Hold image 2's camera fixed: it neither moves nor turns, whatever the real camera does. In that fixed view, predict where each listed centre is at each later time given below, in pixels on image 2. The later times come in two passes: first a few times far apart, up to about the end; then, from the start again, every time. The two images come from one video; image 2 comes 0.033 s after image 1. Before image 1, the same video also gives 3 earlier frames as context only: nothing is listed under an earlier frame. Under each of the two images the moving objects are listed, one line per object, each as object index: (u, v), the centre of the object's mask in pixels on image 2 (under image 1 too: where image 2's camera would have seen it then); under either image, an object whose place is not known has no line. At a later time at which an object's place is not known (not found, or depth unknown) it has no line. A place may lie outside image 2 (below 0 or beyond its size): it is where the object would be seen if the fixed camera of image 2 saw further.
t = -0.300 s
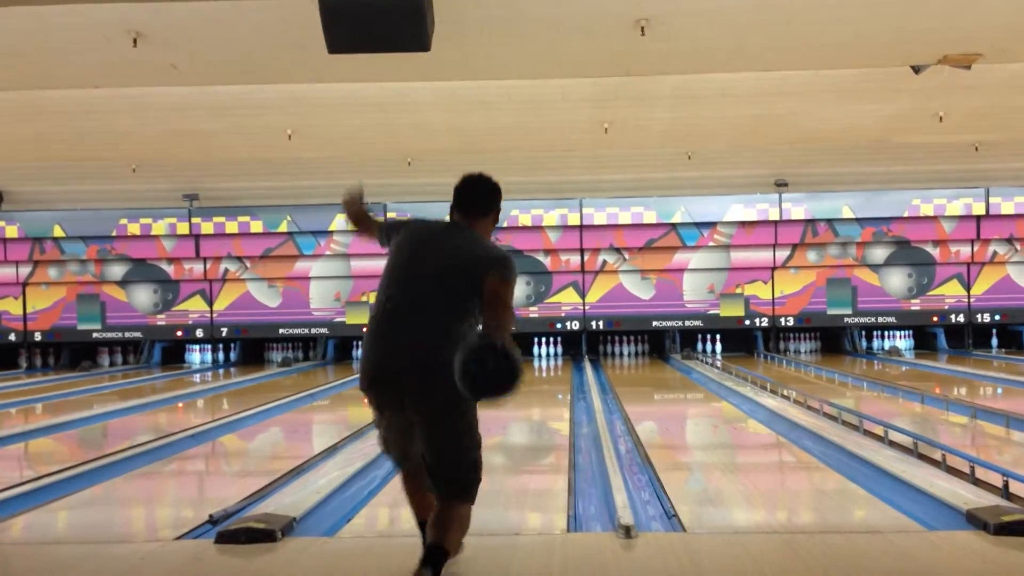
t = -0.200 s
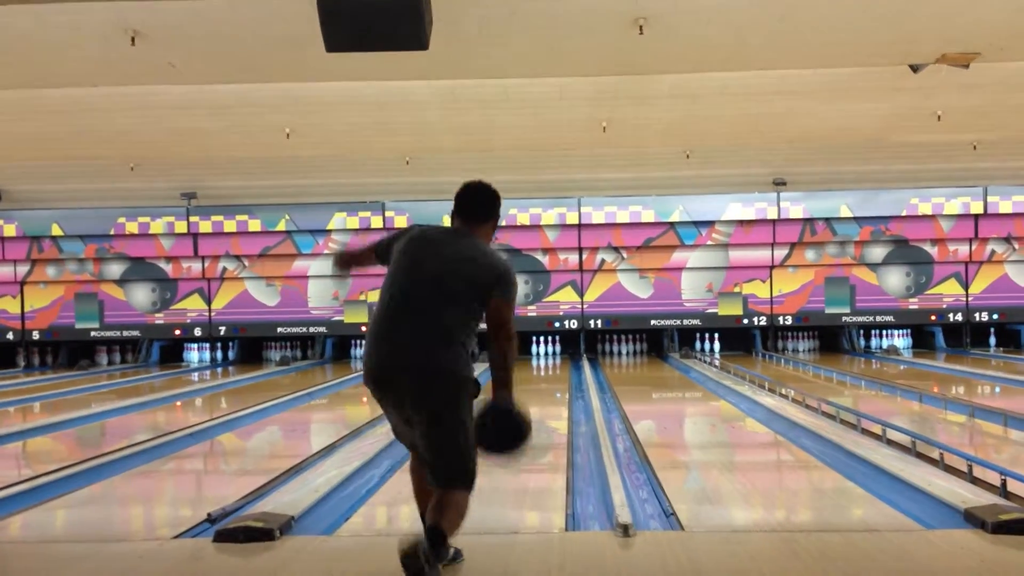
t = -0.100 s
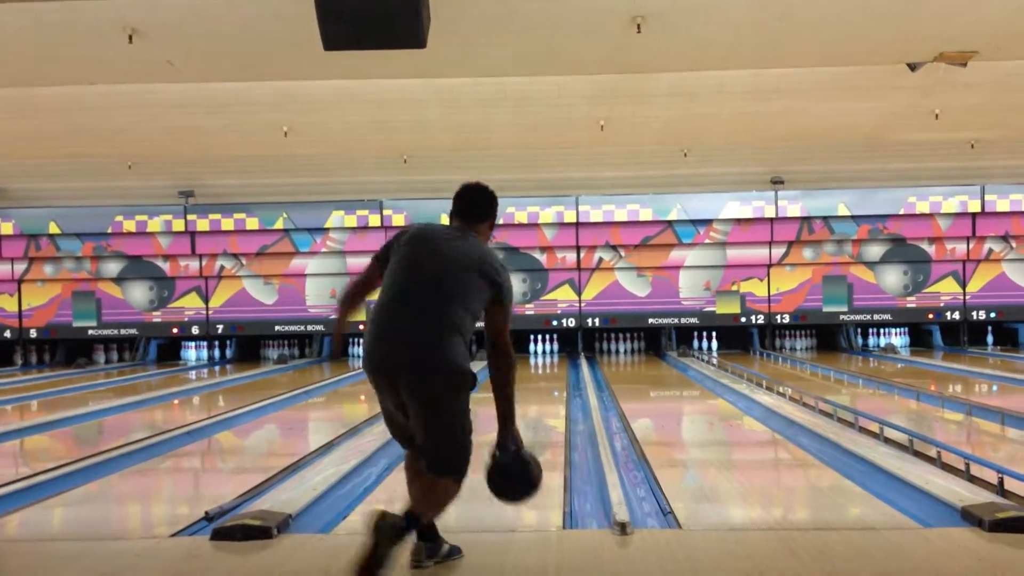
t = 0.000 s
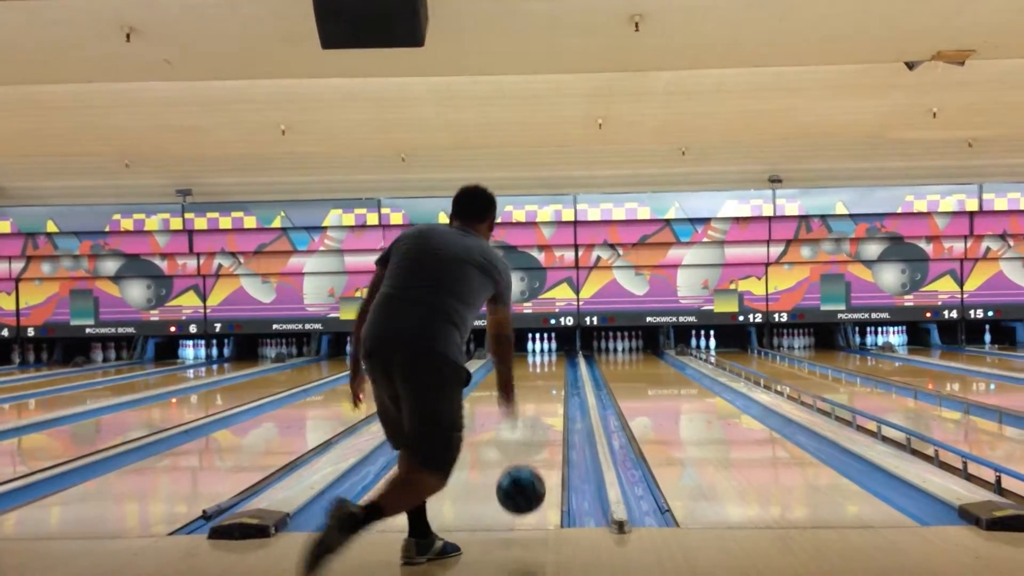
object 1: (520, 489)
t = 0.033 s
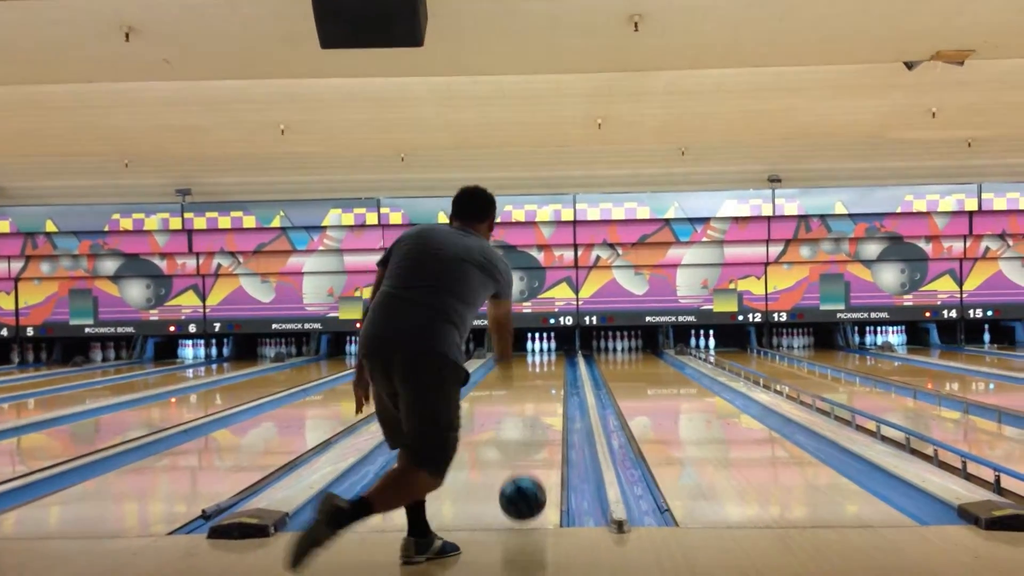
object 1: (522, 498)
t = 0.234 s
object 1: (531, 464)
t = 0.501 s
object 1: (537, 429)
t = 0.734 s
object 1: (540, 409)
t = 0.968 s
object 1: (542, 394)
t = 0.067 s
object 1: (525, 495)
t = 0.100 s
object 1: (526, 487)
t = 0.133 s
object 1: (528, 482)
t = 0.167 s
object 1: (529, 476)
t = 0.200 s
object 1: (530, 470)
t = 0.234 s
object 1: (531, 464)
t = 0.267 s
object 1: (533, 459)
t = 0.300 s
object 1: (534, 454)
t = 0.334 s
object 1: (534, 449)
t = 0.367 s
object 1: (535, 444)
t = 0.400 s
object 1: (536, 440)
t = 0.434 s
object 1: (536, 436)
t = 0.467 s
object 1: (537, 432)
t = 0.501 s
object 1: (537, 429)
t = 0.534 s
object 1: (538, 426)
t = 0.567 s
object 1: (538, 422)
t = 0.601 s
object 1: (539, 420)
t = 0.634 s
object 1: (539, 417)
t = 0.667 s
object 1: (540, 415)
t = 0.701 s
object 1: (540, 412)
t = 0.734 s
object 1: (540, 409)
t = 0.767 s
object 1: (541, 407)
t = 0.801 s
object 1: (541, 405)
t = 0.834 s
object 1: (541, 403)
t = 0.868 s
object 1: (542, 400)
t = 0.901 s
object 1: (542, 398)
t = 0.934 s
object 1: (542, 397)
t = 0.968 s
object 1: (542, 394)
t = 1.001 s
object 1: (543, 392)
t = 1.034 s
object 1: (543, 390)
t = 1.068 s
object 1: (543, 389)
